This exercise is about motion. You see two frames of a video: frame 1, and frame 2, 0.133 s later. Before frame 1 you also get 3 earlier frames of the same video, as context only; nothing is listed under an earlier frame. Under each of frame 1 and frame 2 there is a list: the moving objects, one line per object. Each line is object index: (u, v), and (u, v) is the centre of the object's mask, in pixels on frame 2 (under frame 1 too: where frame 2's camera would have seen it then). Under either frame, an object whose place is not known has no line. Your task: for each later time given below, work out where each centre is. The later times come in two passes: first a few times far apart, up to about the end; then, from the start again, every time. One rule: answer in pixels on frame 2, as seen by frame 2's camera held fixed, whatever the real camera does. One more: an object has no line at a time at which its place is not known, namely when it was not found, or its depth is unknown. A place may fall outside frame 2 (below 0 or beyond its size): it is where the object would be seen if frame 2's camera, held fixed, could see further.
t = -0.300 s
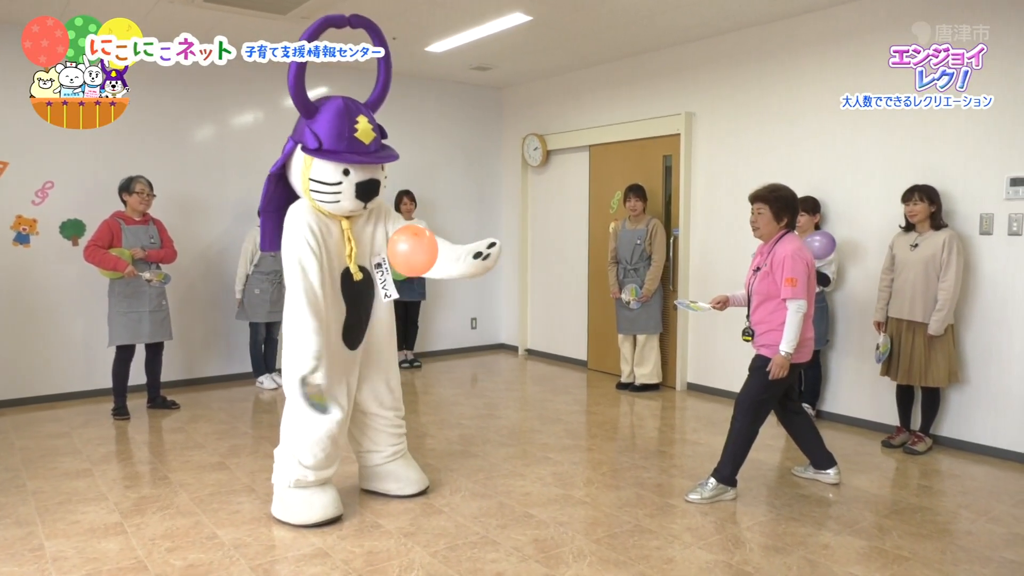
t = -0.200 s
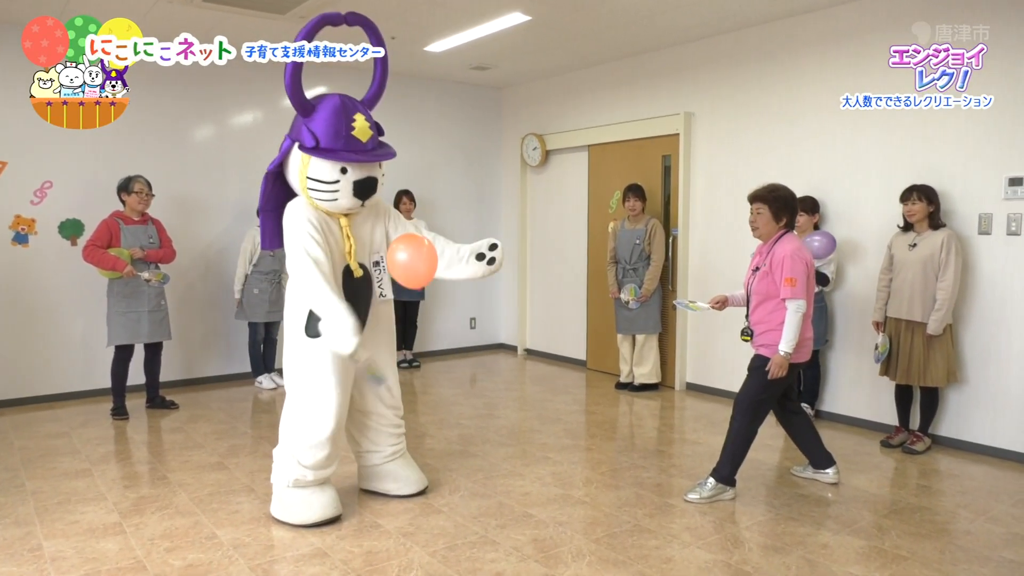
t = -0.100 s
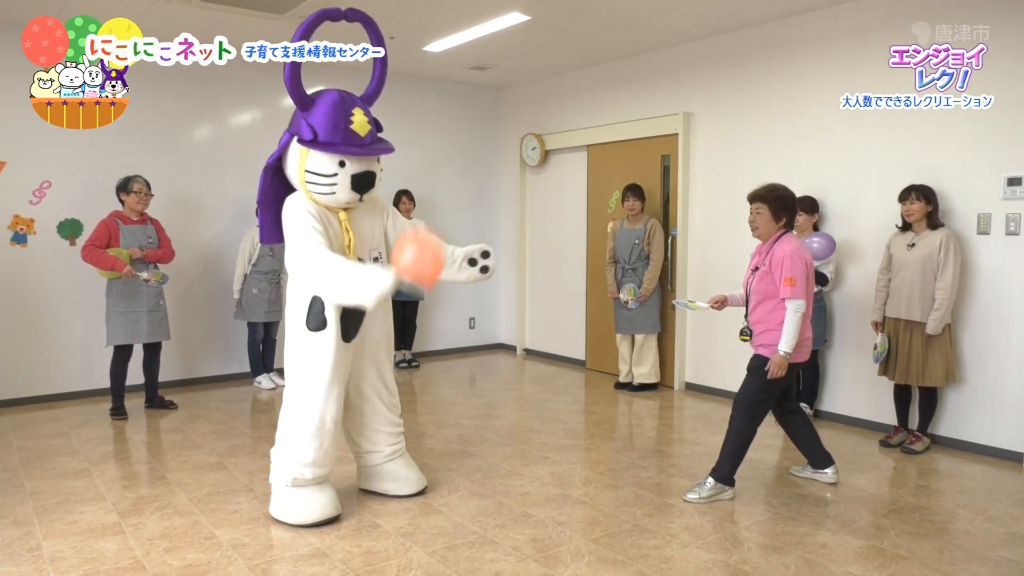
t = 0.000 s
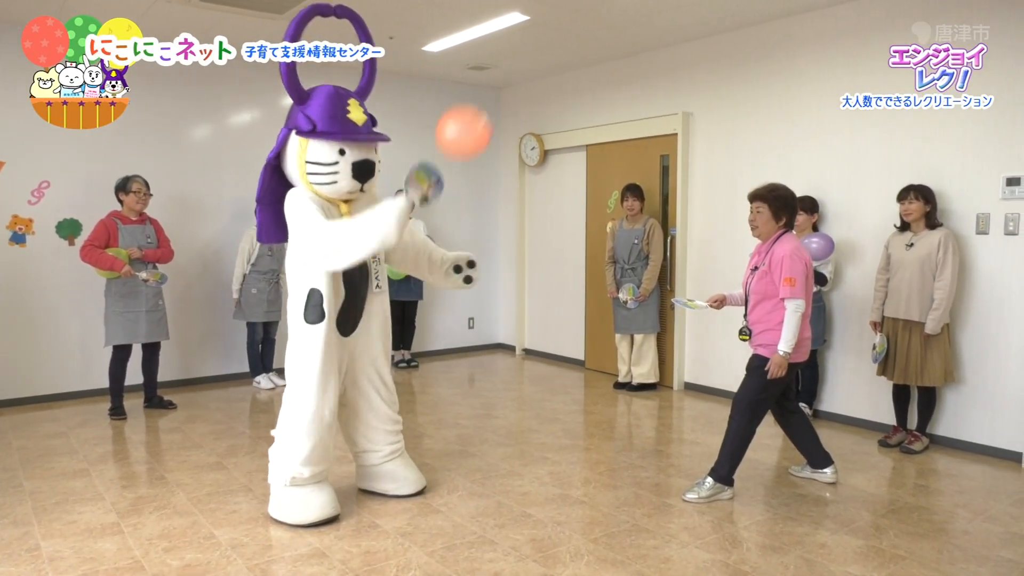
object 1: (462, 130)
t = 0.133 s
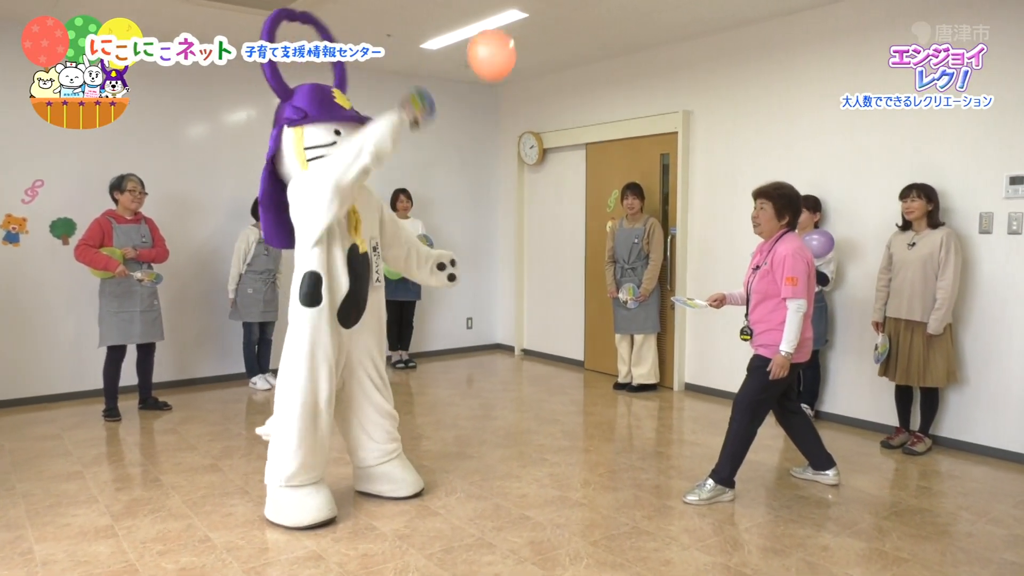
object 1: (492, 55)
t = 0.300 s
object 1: (504, 27)
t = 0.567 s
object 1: (536, 28)
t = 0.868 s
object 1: (583, 44)
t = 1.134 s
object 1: (616, 99)
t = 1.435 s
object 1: (641, 184)
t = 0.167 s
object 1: (495, 45)
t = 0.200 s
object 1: (498, 38)
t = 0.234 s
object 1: (500, 33)
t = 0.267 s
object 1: (502, 29)
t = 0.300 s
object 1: (504, 27)
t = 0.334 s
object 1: (506, 26)
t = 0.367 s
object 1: (509, 26)
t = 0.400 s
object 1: (512, 25)
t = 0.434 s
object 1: (516, 25)
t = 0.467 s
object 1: (521, 26)
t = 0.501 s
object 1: (525, 26)
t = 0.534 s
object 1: (530, 27)
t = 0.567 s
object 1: (536, 28)
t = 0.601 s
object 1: (541, 29)
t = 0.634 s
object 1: (547, 29)
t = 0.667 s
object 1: (553, 30)
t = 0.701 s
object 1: (559, 31)
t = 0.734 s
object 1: (564, 33)
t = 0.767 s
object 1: (569, 35)
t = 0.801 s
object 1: (574, 37)
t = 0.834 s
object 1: (579, 40)
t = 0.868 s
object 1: (583, 44)
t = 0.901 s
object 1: (587, 49)
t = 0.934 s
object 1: (591, 55)
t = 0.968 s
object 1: (595, 60)
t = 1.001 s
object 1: (599, 67)
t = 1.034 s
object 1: (603, 75)
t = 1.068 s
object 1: (608, 83)
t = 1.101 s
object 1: (612, 91)
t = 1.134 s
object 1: (616, 99)
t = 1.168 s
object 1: (619, 108)
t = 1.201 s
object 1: (623, 117)
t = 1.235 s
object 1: (626, 126)
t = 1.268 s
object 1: (629, 136)
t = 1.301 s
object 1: (632, 146)
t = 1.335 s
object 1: (635, 155)
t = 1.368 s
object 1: (637, 164)
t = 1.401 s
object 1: (639, 174)
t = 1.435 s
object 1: (641, 184)
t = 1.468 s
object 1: (643, 194)
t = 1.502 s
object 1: (645, 204)
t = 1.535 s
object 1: (645, 213)
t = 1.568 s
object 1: (646, 222)
